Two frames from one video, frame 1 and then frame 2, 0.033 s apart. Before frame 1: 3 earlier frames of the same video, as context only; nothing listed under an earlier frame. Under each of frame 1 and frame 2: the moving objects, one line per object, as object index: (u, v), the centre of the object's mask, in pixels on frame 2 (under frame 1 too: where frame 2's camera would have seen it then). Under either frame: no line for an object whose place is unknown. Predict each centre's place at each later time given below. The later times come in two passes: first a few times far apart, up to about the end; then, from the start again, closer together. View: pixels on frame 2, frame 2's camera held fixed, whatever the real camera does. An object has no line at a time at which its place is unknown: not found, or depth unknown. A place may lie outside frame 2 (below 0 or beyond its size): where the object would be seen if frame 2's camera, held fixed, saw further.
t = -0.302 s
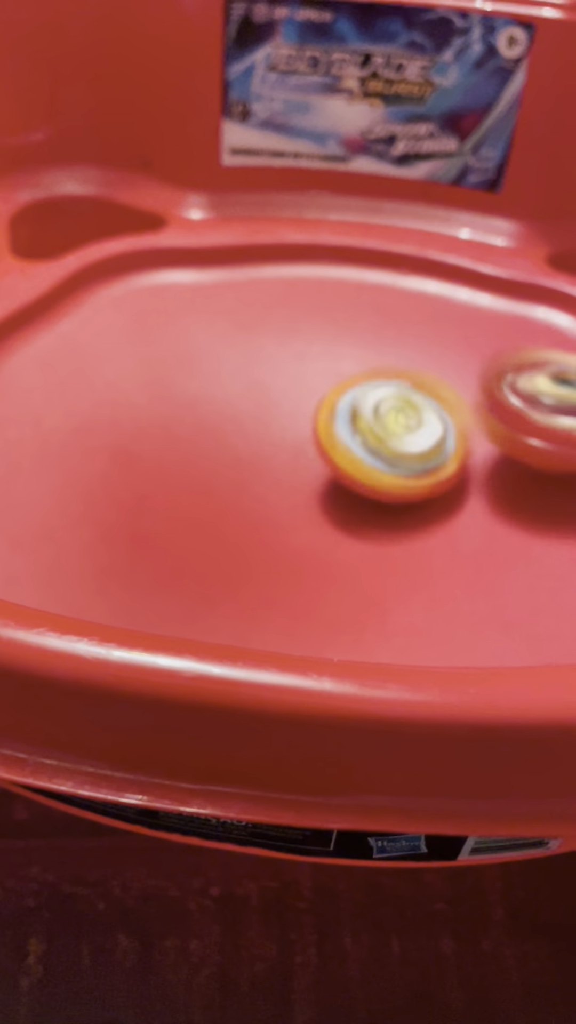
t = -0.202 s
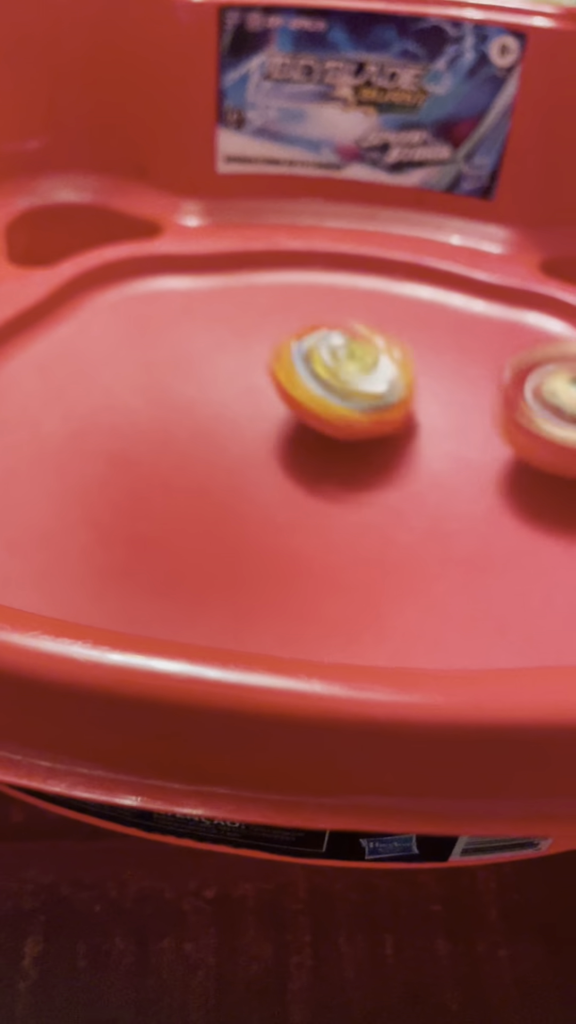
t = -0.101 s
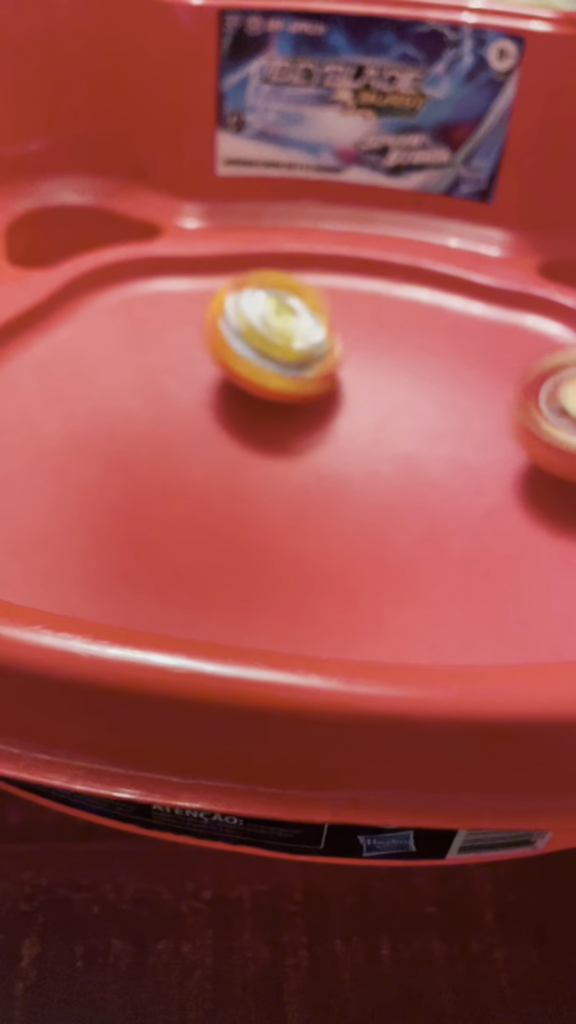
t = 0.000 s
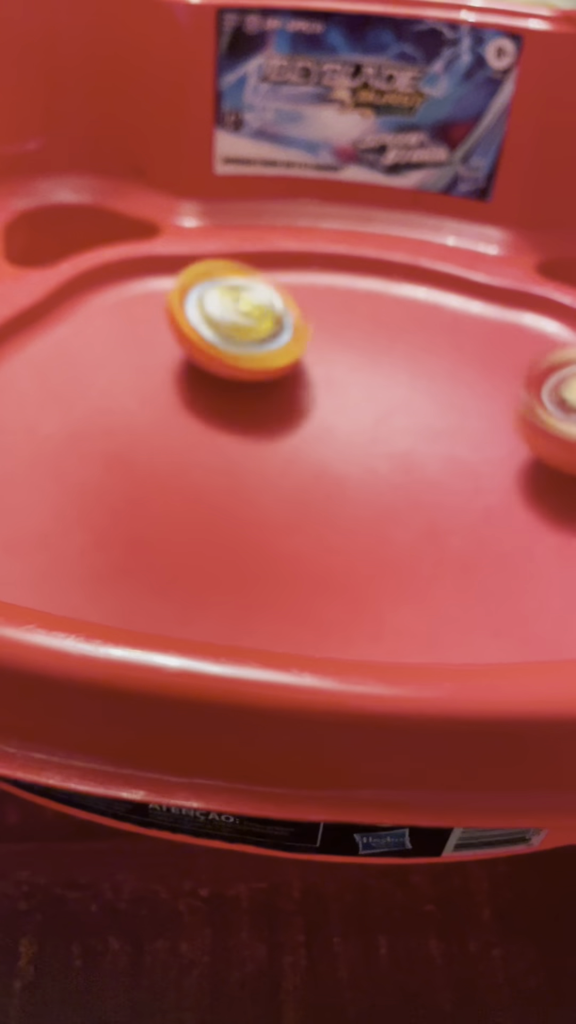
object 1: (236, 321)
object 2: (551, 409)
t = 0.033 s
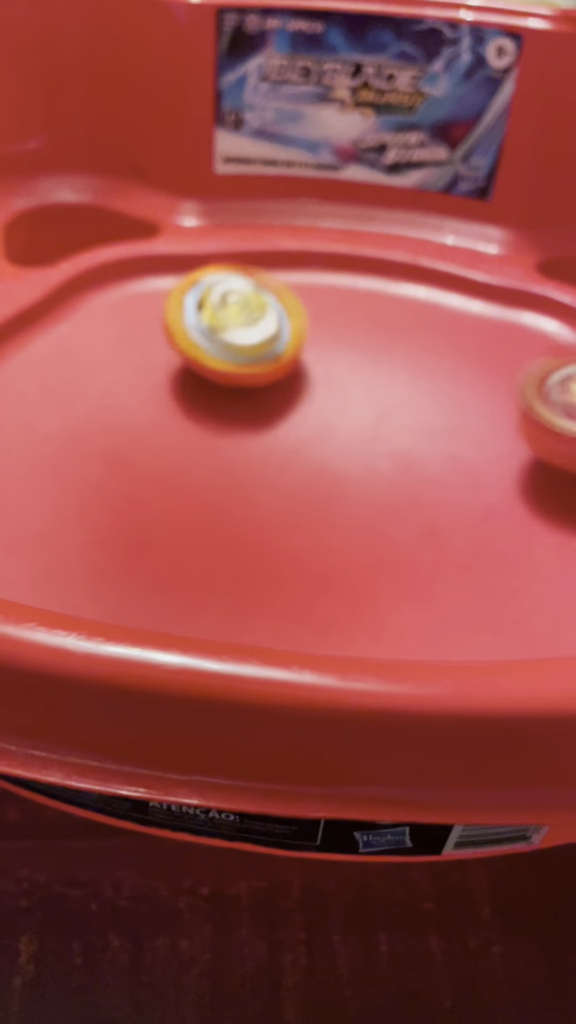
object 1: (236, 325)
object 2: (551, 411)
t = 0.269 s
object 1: (253, 387)
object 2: (524, 410)
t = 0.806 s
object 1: (395, 509)
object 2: (237, 363)
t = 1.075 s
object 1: (334, 442)
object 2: (161, 366)
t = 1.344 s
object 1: (356, 446)
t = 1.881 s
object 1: (350, 505)
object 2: (195, 425)
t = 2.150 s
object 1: (342, 532)
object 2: (261, 403)
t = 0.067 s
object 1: (230, 326)
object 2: (549, 409)
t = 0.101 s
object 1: (232, 332)
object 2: (548, 410)
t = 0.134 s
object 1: (232, 335)
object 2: (543, 413)
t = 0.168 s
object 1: (234, 346)
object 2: (540, 410)
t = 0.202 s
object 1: (238, 358)
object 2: (536, 411)
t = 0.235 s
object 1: (243, 372)
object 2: (530, 412)
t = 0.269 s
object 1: (253, 387)
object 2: (524, 410)
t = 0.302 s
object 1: (259, 406)
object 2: (519, 410)
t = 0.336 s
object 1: (270, 424)
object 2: (512, 408)
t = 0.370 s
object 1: (281, 443)
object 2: (500, 405)
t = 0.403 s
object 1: (294, 459)
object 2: (485, 404)
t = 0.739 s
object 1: (395, 519)
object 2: (270, 366)
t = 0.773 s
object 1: (399, 515)
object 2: (252, 363)
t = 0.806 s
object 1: (395, 509)
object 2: (237, 363)
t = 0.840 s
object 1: (389, 501)
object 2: (226, 364)
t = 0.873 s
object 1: (380, 493)
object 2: (214, 364)
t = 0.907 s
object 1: (373, 485)
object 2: (205, 365)
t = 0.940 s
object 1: (364, 475)
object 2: (198, 366)
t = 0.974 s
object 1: (354, 467)
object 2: (189, 368)
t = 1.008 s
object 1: (342, 455)
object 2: (186, 371)
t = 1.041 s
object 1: (330, 447)
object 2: (182, 373)
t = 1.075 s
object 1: (334, 442)
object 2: (161, 366)
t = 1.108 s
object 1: (353, 445)
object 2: (139, 361)
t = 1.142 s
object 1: (366, 445)
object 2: (128, 359)
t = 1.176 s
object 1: (379, 447)
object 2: (125, 359)
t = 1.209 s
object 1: (379, 444)
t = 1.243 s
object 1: (381, 443)
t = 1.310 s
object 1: (368, 443)
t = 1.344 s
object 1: (356, 446)
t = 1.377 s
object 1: (346, 447)
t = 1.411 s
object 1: (335, 448)
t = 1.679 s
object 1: (379, 499)
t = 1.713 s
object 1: (376, 504)
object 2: (161, 403)
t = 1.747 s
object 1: (368, 505)
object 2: (168, 409)
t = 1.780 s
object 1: (359, 506)
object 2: (175, 415)
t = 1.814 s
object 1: (353, 506)
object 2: (185, 423)
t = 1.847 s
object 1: (344, 505)
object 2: (197, 430)
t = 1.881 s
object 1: (350, 505)
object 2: (195, 425)
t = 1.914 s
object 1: (357, 507)
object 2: (198, 421)
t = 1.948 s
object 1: (357, 508)
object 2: (208, 422)
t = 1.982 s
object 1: (351, 506)
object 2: (219, 426)
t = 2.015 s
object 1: (344, 507)
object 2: (227, 424)
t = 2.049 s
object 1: (337, 508)
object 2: (236, 420)
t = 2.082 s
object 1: (333, 515)
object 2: (245, 418)
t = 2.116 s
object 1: (333, 521)
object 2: (252, 412)
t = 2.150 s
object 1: (342, 532)
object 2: (261, 403)
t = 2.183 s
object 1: (348, 541)
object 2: (268, 395)
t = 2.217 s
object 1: (353, 545)
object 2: (280, 390)
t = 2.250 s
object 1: (358, 544)
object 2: (292, 390)
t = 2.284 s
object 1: (361, 542)
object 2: (303, 387)
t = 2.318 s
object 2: (311, 386)
